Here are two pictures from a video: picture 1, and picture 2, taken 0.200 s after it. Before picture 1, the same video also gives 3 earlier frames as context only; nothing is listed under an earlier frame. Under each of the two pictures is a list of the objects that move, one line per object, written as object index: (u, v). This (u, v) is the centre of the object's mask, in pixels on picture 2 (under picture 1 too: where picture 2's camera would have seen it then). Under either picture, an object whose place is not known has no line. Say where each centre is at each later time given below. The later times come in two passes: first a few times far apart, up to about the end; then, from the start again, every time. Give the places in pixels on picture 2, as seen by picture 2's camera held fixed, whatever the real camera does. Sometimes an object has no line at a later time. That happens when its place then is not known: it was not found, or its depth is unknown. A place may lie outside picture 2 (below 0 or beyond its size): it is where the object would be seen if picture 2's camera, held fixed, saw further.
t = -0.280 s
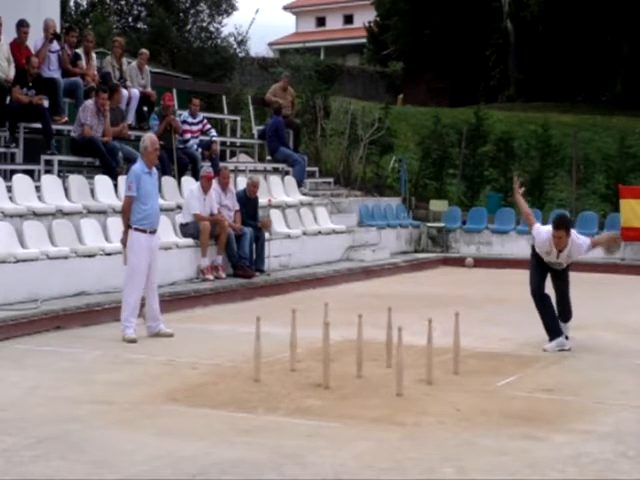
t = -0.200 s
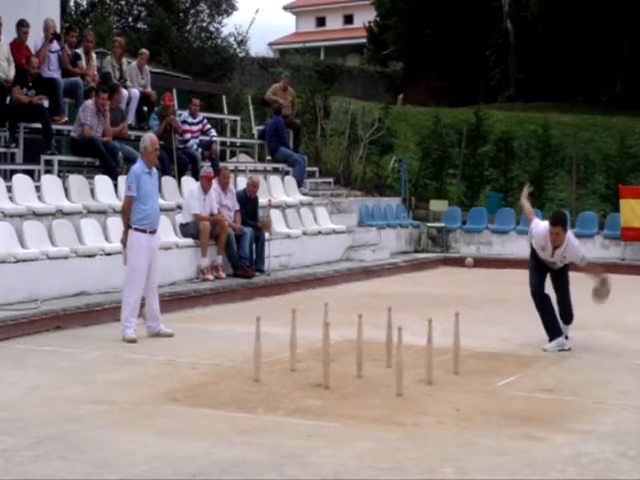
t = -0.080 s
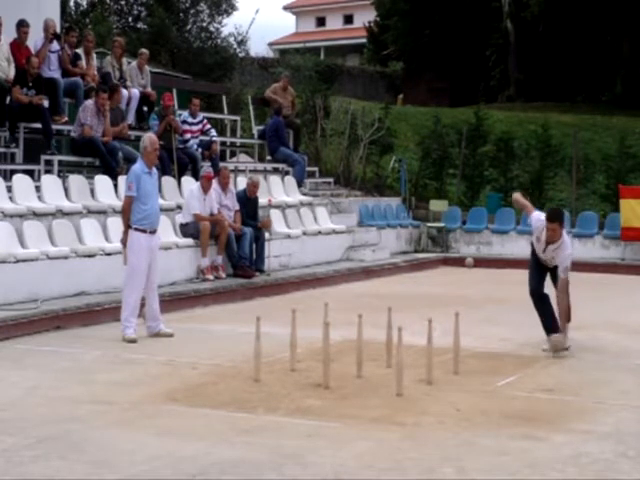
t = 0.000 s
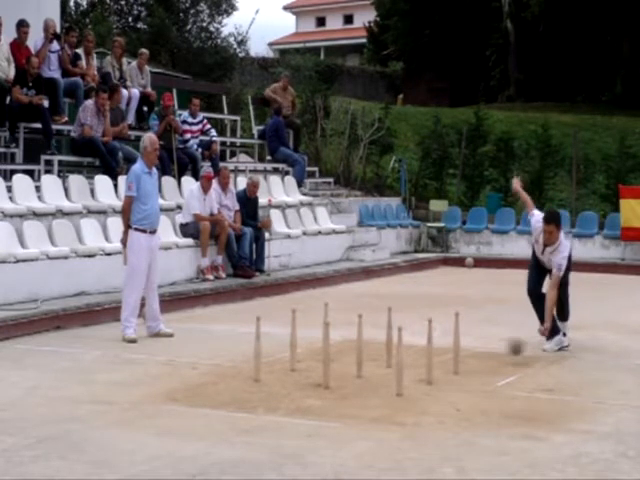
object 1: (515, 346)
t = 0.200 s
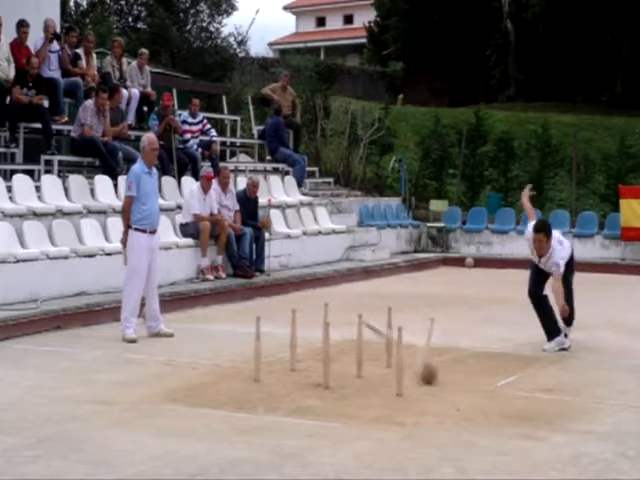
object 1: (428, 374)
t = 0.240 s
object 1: (418, 370)
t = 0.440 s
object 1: (359, 389)
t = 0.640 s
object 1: (313, 400)
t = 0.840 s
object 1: (265, 415)
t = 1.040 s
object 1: (213, 426)
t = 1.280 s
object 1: (141, 446)
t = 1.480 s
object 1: (74, 465)
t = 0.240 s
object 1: (418, 370)
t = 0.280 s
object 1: (409, 372)
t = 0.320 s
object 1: (390, 377)
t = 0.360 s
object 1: (380, 385)
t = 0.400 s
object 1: (369, 387)
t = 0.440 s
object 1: (359, 389)
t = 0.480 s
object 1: (349, 392)
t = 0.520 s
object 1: (340, 395)
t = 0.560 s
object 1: (330, 395)
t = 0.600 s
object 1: (322, 398)
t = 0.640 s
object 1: (313, 400)
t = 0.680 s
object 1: (304, 404)
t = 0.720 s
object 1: (294, 407)
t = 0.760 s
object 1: (285, 411)
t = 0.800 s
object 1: (275, 412)
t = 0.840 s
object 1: (265, 415)
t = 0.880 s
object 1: (255, 417)
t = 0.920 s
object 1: (246, 420)
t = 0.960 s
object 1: (235, 422)
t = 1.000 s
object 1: (224, 425)
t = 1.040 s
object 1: (213, 426)
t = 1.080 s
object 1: (202, 431)
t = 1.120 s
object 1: (190, 433)
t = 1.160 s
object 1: (178, 437)
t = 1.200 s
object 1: (166, 440)
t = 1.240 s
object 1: (153, 444)
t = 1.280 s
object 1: (141, 446)
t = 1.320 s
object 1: (128, 451)
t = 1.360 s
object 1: (115, 454)
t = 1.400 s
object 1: (101, 459)
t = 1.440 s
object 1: (88, 461)
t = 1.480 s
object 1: (74, 465)
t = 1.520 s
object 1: (59, 468)
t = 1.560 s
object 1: (45, 470)
